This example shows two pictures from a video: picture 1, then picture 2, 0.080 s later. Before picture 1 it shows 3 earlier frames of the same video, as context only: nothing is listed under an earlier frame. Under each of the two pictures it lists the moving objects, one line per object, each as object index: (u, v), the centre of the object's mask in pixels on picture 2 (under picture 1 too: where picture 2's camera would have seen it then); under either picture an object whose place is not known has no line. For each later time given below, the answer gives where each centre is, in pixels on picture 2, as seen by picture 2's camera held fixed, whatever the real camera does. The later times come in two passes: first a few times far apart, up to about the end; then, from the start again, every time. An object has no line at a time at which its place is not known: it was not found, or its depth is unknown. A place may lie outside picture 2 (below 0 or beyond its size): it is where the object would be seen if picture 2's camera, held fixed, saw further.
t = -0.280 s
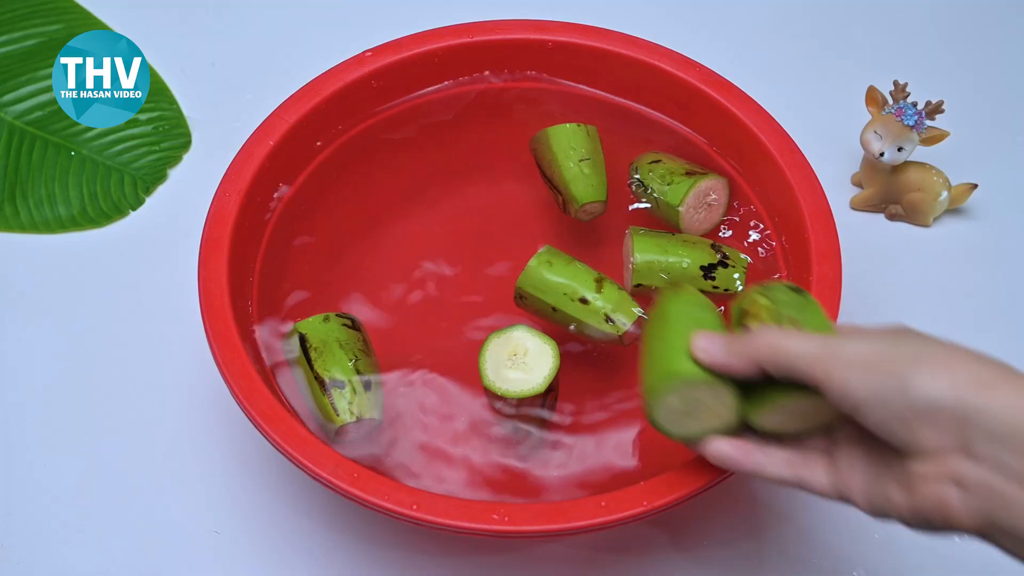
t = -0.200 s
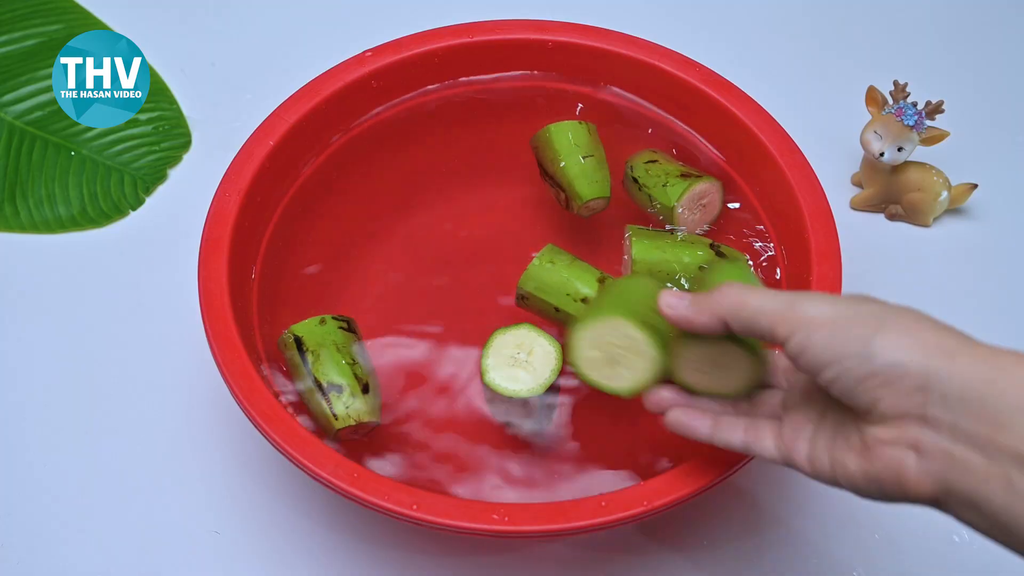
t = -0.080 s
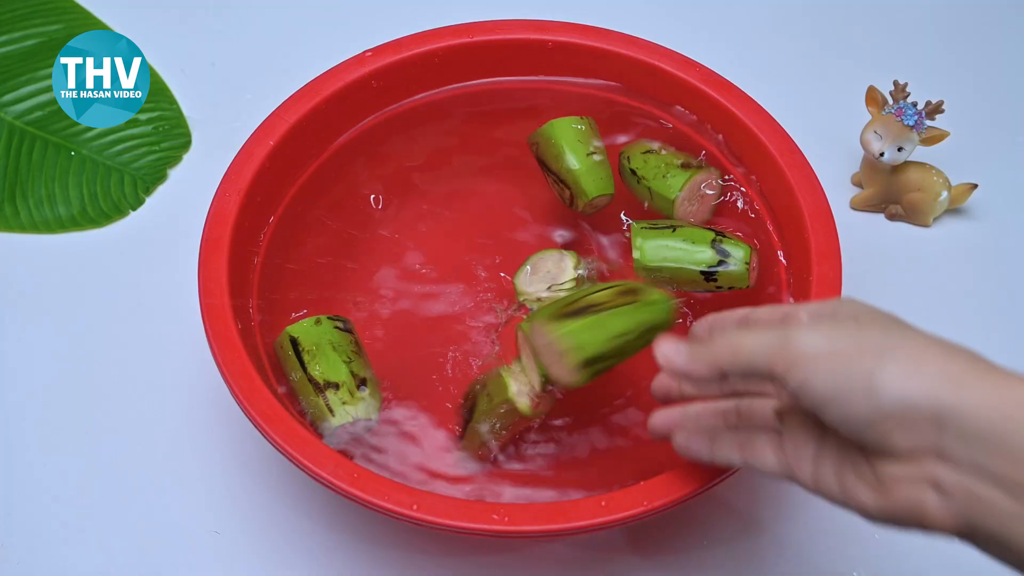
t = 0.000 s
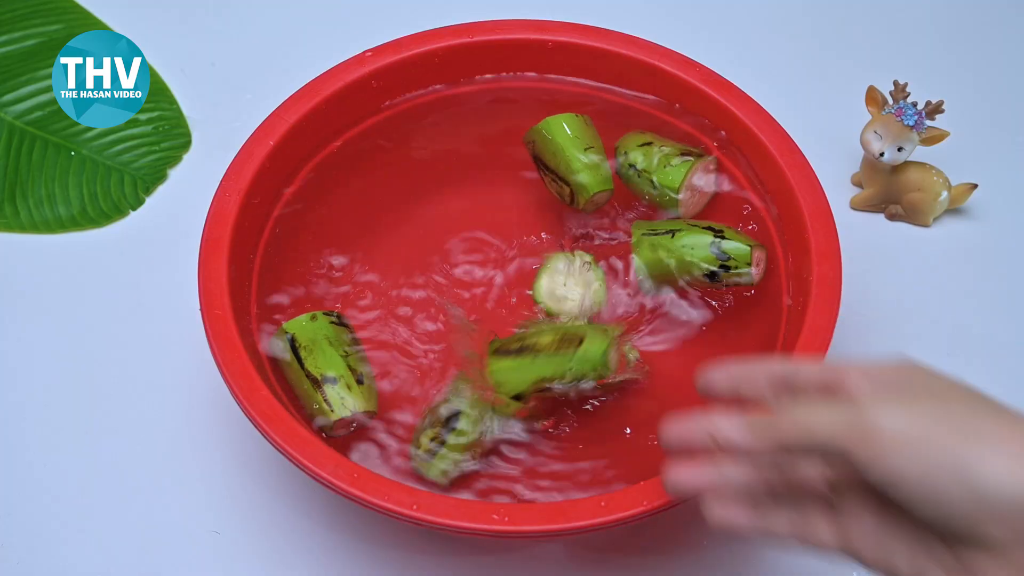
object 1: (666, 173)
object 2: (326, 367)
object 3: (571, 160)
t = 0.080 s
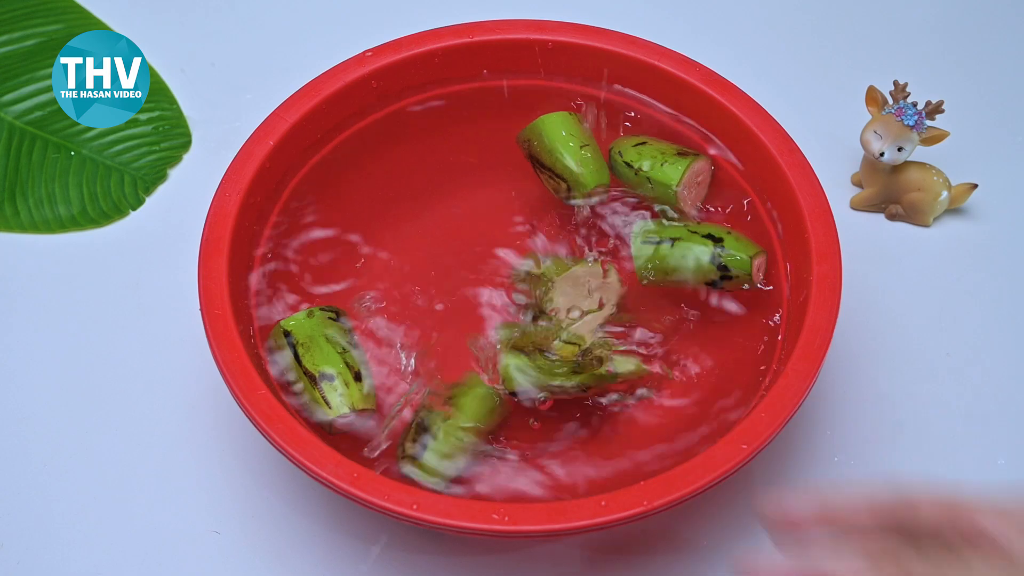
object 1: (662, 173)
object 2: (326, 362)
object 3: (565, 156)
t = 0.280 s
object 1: (650, 166)
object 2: (329, 371)
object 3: (566, 159)
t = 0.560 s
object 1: (647, 163)
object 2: (331, 378)
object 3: (558, 152)
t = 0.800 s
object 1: (639, 154)
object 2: (334, 381)
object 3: (544, 138)
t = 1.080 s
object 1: (621, 153)
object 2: (342, 387)
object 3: (526, 136)
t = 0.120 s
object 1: (657, 174)
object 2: (329, 363)
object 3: (564, 157)
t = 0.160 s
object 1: (654, 173)
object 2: (326, 362)
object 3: (562, 157)
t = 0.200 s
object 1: (653, 171)
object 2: (327, 364)
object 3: (562, 157)
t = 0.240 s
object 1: (651, 168)
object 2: (328, 367)
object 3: (563, 159)
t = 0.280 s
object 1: (650, 166)
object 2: (329, 371)
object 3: (566, 159)
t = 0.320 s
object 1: (652, 167)
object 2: (334, 371)
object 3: (564, 157)
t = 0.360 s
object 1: (651, 166)
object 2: (336, 374)
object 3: (565, 158)
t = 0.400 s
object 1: (652, 164)
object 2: (336, 375)
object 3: (565, 157)
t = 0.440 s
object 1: (651, 162)
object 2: (335, 375)
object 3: (565, 156)
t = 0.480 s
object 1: (649, 162)
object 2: (332, 378)
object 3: (563, 156)
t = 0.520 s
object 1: (648, 162)
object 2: (332, 379)
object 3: (561, 154)
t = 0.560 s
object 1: (647, 163)
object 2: (331, 378)
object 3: (558, 152)
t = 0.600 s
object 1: (644, 162)
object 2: (334, 375)
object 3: (552, 151)
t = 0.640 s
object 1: (641, 161)
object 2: (334, 375)
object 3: (550, 147)
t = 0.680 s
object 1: (640, 159)
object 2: (334, 375)
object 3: (552, 145)
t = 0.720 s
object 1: (639, 156)
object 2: (333, 377)
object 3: (549, 142)
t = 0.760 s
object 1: (640, 149)
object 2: (333, 380)
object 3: (547, 138)
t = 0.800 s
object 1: (639, 154)
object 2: (334, 381)
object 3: (544, 138)
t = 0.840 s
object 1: (637, 159)
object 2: (335, 385)
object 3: (539, 140)
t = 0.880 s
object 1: (635, 159)
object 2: (337, 385)
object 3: (535, 137)
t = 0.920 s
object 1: (628, 153)
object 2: (337, 382)
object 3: (532, 133)
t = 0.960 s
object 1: (624, 150)
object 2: (333, 380)
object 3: (531, 131)
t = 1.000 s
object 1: (623, 152)
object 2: (338, 382)
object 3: (527, 132)
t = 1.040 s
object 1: (623, 155)
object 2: (343, 385)
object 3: (527, 135)
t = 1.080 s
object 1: (621, 153)
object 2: (342, 387)
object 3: (526, 136)
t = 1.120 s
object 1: (615, 148)
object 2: (341, 384)
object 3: (525, 137)
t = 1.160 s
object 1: (611, 145)
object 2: (340, 383)
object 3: (519, 139)
